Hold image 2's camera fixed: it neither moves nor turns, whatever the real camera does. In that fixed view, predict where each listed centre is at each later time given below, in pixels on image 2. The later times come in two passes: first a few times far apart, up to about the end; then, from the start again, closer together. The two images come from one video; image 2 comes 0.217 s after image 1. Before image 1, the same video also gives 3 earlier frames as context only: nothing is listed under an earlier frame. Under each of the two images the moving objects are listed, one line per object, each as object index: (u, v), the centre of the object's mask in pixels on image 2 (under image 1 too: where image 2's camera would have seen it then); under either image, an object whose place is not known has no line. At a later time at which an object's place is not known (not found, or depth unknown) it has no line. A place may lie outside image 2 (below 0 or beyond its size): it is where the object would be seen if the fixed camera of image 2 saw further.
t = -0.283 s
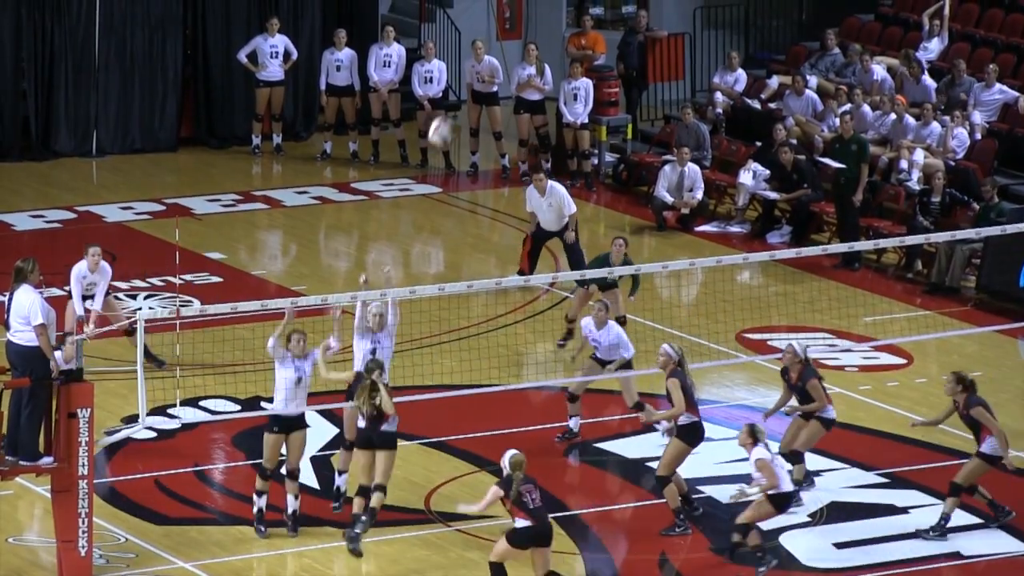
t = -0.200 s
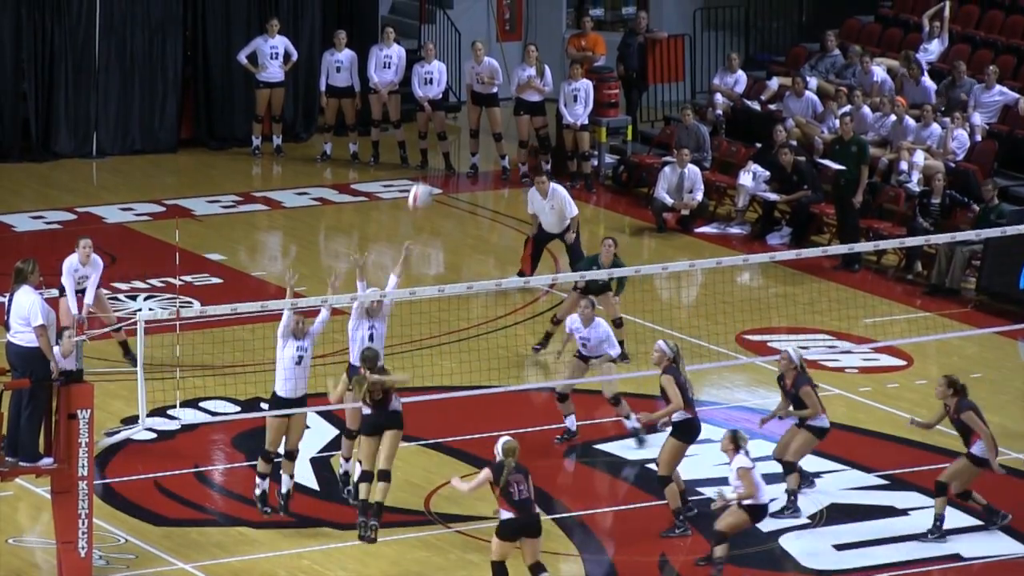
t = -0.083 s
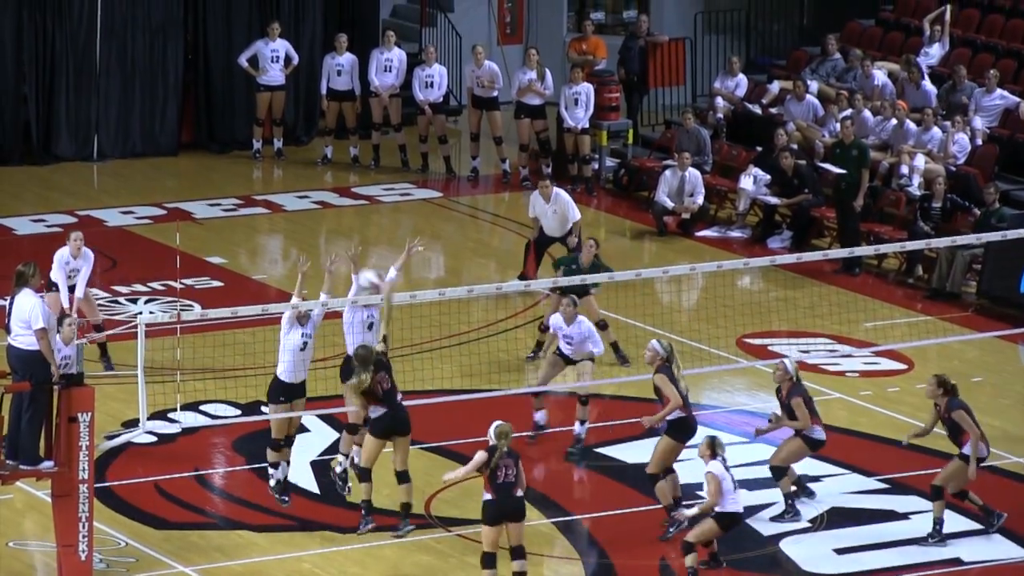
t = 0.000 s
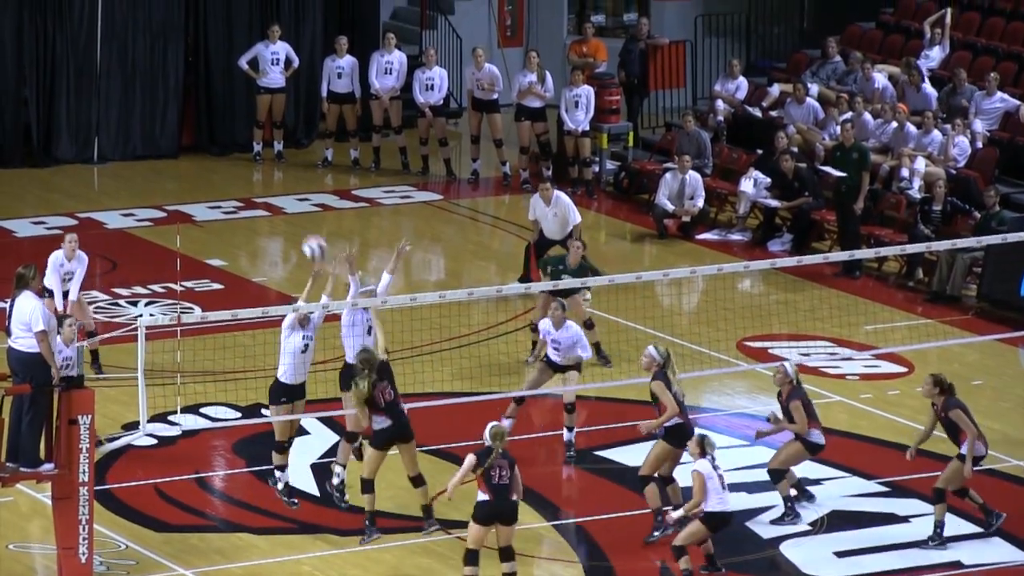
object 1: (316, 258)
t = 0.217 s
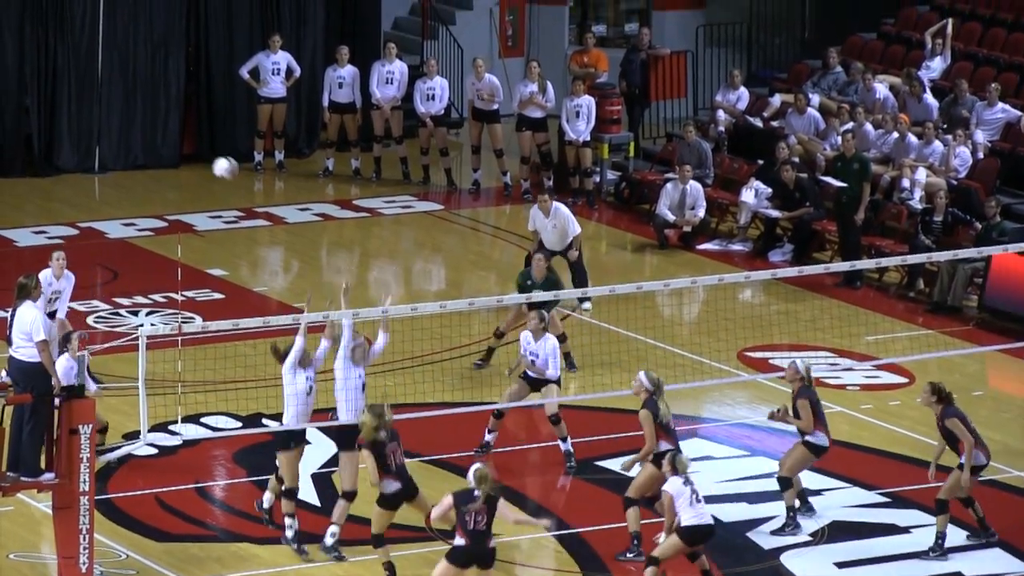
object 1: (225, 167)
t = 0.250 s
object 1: (212, 160)
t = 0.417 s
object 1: (150, 140)
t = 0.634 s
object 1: (78, 161)
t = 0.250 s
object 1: (212, 160)
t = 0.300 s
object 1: (193, 150)
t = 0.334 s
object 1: (181, 146)
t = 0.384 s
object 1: (162, 141)
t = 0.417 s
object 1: (150, 140)
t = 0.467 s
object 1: (132, 140)
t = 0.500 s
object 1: (122, 142)
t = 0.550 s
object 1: (105, 147)
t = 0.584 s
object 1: (94, 152)
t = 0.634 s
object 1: (78, 161)
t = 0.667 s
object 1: (67, 168)
